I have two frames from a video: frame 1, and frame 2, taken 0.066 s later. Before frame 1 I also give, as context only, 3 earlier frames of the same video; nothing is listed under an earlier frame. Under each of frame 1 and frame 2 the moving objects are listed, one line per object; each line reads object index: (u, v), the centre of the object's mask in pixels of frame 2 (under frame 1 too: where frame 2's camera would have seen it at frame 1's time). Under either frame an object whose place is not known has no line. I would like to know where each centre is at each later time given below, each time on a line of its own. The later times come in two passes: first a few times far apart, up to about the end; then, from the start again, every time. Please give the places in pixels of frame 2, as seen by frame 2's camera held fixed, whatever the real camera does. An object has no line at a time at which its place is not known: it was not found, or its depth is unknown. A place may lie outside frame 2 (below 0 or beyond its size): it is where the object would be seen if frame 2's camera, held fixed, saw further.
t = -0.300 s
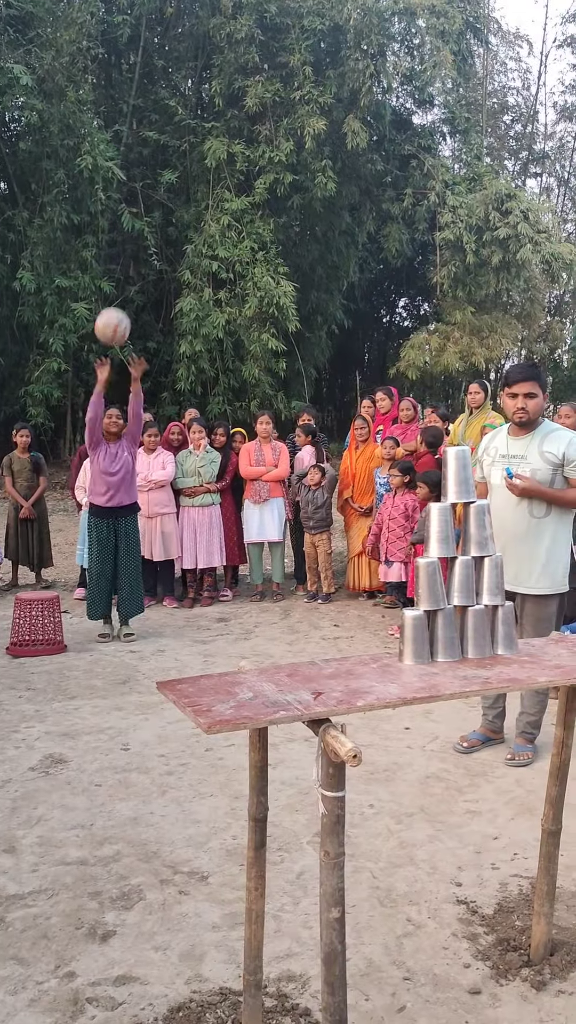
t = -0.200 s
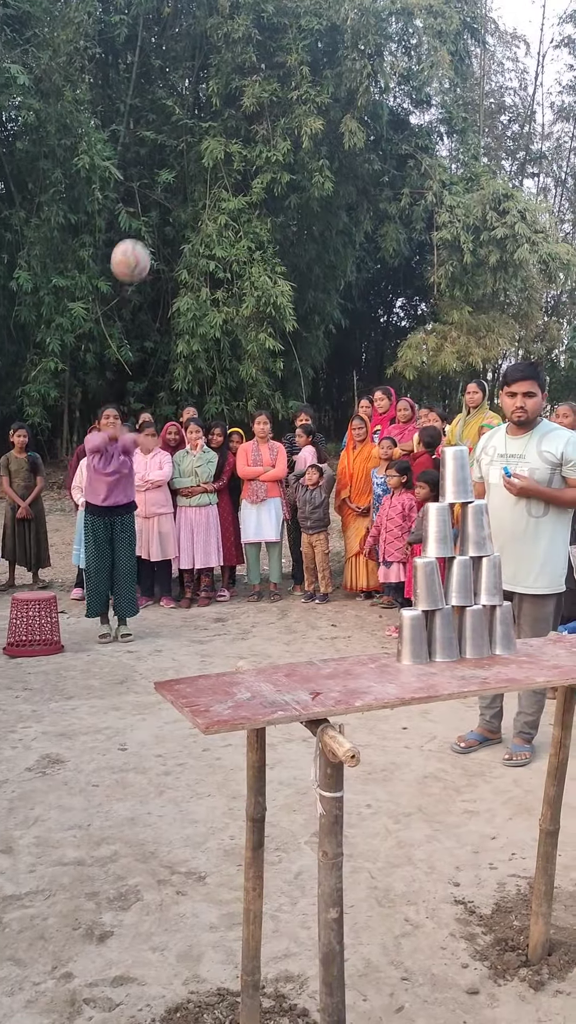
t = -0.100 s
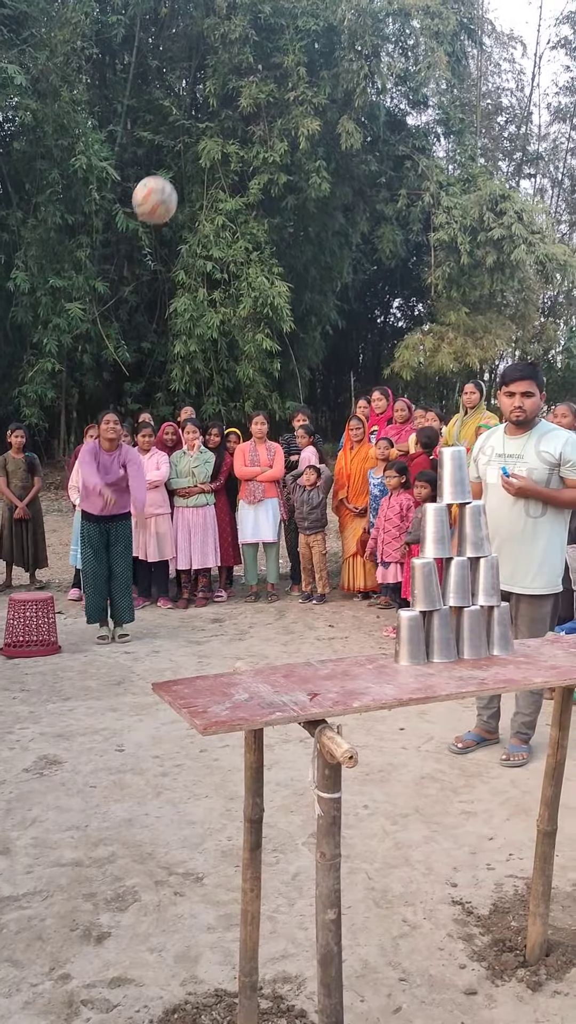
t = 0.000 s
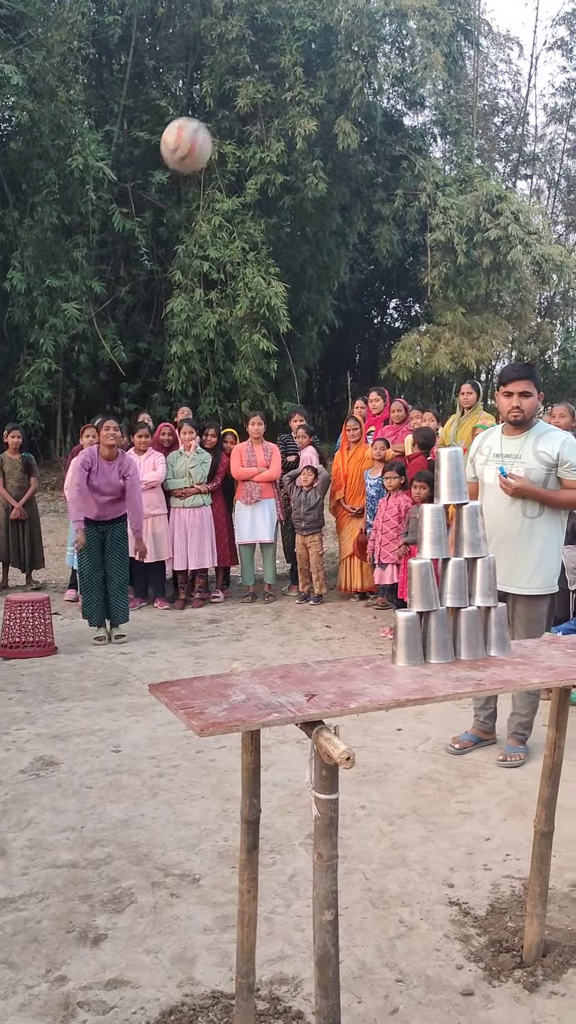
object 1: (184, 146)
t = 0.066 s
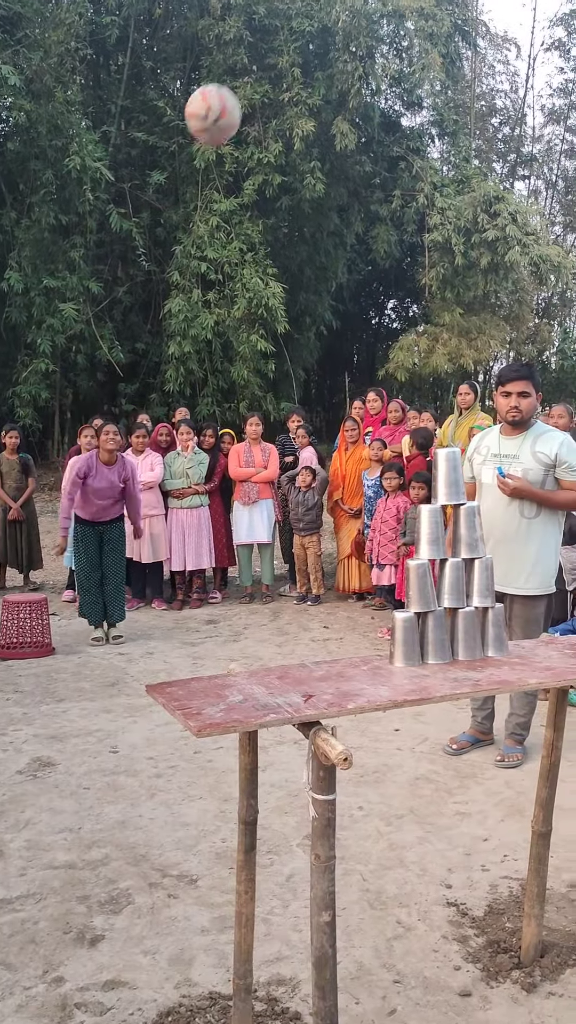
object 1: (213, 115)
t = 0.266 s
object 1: (347, 61)
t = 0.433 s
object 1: (558, 123)
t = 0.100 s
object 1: (230, 100)
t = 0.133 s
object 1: (248, 88)
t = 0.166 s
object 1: (270, 78)
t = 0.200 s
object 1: (293, 70)
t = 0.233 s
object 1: (318, 64)
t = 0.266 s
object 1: (347, 61)
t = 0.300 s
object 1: (381, 62)
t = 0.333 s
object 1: (418, 68)
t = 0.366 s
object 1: (458, 79)
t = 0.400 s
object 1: (507, 95)
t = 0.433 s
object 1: (558, 123)
